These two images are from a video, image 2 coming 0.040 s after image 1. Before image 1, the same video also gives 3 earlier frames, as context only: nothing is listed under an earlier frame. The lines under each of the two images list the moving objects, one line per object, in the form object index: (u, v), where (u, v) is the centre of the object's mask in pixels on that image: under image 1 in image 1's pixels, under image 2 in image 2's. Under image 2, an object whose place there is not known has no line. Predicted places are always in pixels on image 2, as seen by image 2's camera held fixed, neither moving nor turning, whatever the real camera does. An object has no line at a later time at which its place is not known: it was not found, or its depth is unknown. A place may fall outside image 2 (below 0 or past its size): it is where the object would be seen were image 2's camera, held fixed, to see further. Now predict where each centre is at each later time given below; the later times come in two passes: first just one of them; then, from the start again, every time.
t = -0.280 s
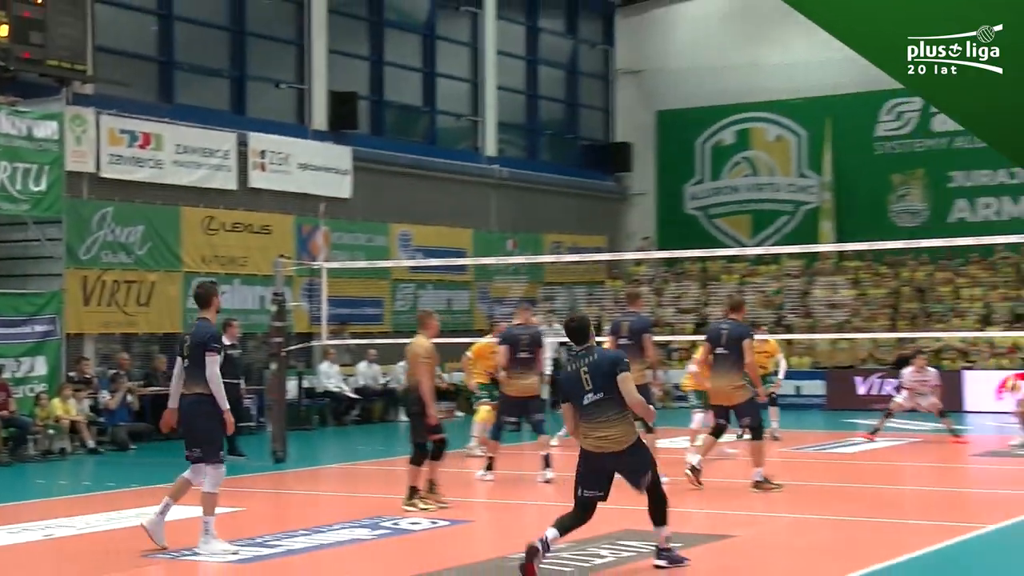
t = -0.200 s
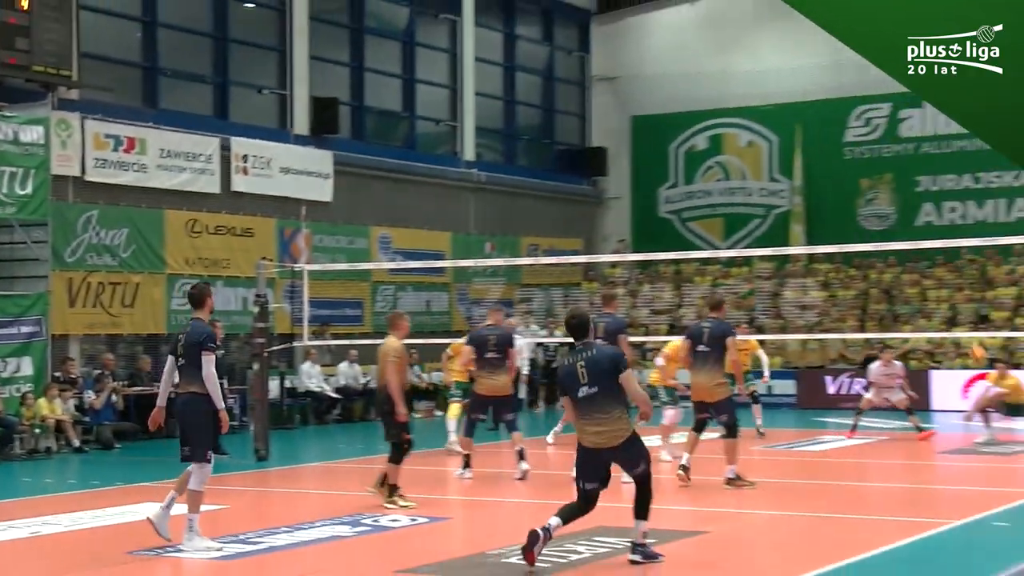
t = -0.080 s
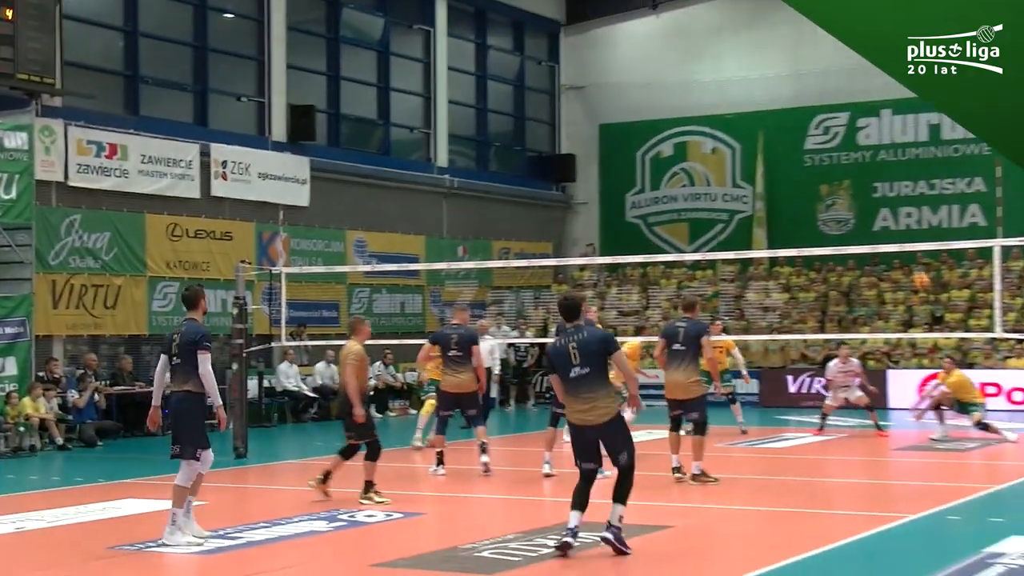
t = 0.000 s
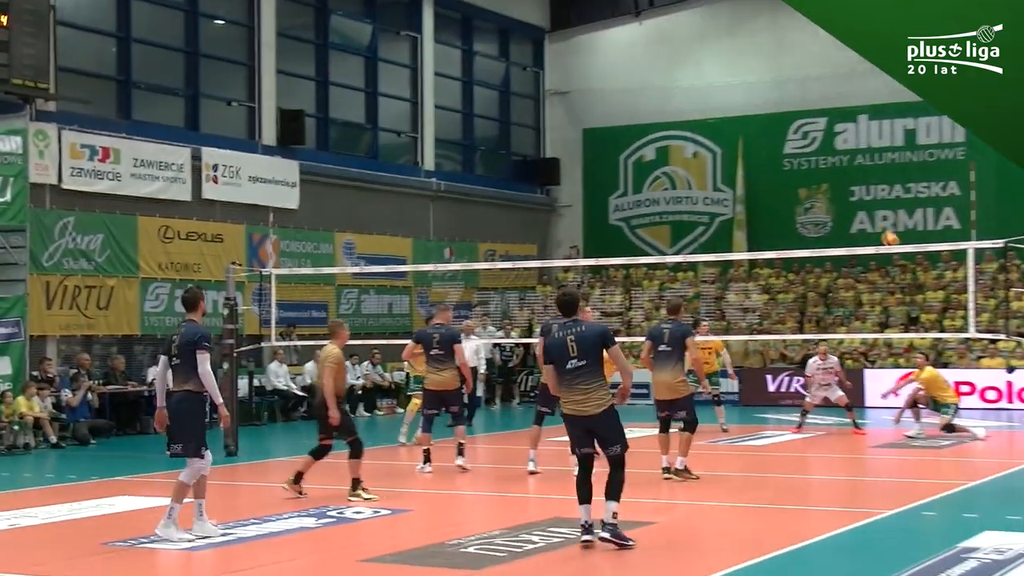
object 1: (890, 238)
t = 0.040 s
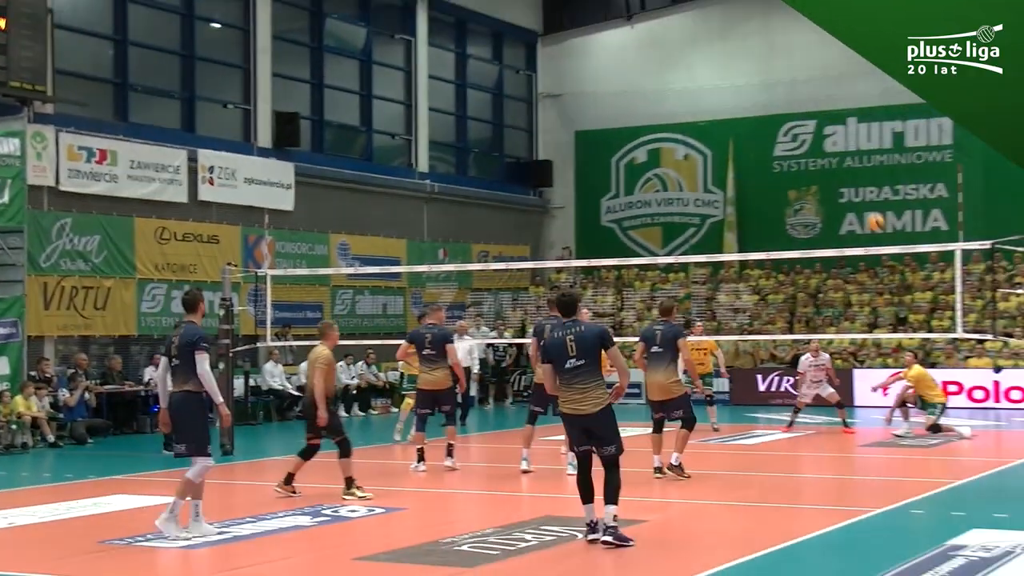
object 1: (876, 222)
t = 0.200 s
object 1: (861, 157)
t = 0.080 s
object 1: (872, 203)
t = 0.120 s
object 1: (868, 186)
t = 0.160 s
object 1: (865, 171)
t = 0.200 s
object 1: (861, 157)
